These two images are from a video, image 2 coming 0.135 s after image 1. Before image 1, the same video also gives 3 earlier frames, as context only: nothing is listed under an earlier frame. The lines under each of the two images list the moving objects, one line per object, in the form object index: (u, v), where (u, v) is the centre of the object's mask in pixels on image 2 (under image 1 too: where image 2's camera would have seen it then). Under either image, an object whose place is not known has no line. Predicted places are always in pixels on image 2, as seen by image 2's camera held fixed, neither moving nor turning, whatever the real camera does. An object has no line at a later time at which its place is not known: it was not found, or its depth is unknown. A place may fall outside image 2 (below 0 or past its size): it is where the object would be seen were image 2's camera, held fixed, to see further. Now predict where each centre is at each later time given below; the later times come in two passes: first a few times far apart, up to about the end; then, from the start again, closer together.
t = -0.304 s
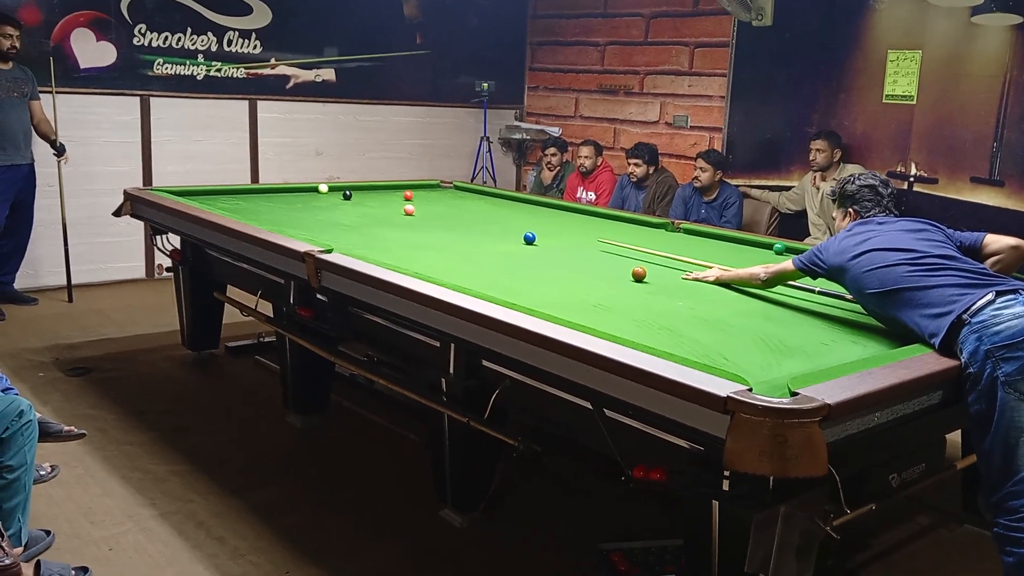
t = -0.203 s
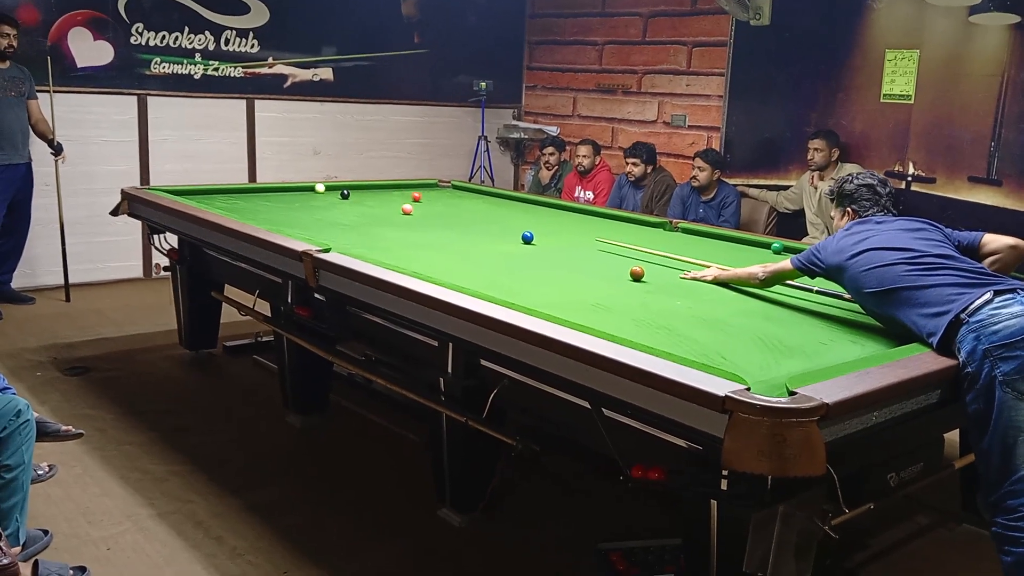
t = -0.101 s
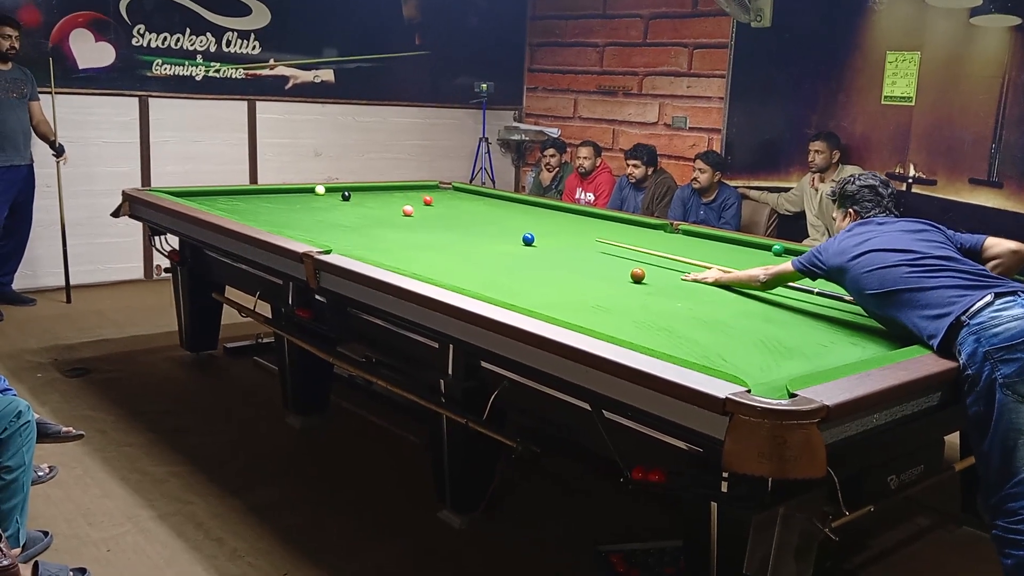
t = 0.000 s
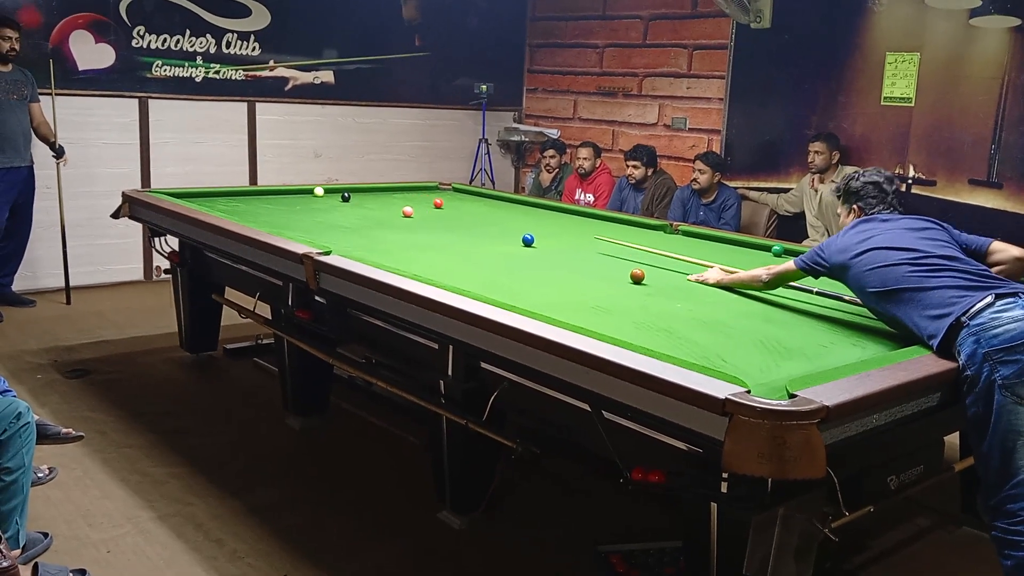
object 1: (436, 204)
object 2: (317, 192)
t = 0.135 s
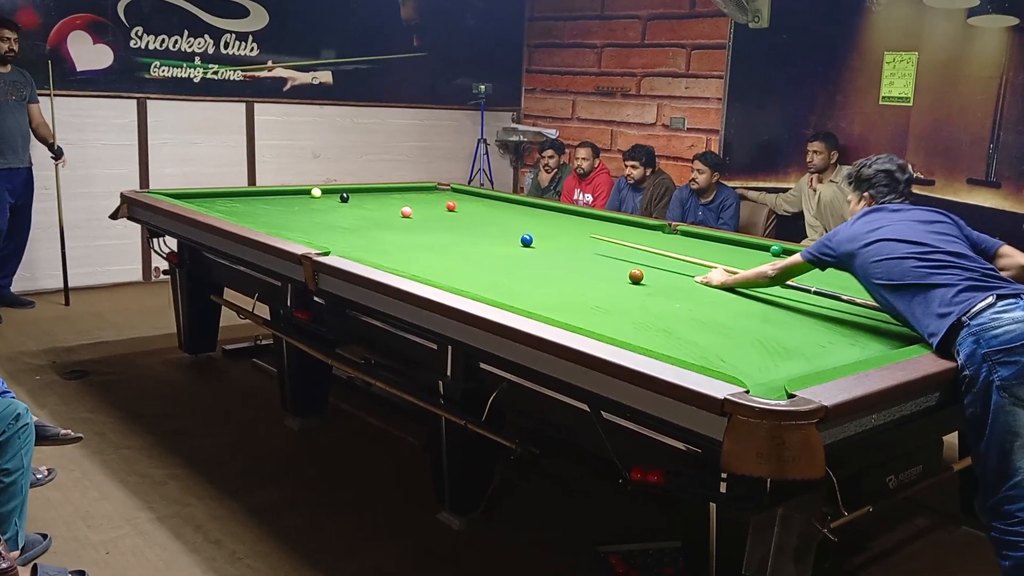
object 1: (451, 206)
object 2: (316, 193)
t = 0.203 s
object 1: (458, 207)
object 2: (315, 193)
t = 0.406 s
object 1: (480, 211)
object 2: (313, 194)
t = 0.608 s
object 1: (502, 215)
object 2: (312, 195)
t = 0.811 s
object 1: (524, 219)
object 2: (310, 195)
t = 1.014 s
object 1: (546, 223)
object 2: (308, 196)
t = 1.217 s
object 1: (569, 226)
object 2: (307, 196)
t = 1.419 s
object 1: (592, 231)
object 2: (306, 196)
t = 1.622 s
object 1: (614, 234)
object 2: (304, 197)
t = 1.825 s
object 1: (638, 238)
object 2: (304, 197)
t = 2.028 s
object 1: (661, 242)
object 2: (303, 197)
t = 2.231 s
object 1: (684, 246)
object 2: (303, 197)
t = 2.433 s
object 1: (706, 250)
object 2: (302, 197)
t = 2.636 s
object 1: (729, 254)
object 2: (303, 197)
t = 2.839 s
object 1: (751, 258)
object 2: (303, 197)
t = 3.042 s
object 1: (774, 261)
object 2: (303, 197)
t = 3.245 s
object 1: (795, 264)
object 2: (303, 197)
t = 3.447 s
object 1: (817, 268)
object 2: (303, 197)
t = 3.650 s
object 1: (837, 272)
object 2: (303, 197)
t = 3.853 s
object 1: (857, 275)
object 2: (303, 197)
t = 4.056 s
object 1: (877, 279)
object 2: (303, 197)
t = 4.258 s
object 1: (895, 282)
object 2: (303, 197)
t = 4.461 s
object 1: (913, 284)
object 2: (304, 196)
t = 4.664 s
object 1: (930, 287)
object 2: (303, 196)
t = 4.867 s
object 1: (946, 290)
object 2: (303, 197)
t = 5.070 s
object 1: (962, 293)
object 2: (303, 197)
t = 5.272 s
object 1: (975, 295)
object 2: (303, 197)
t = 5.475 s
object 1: (985, 297)
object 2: (303, 197)
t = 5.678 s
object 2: (303, 197)
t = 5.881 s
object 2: (303, 197)
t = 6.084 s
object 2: (304, 197)
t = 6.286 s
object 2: (303, 197)
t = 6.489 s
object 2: (303, 197)
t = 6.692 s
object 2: (303, 197)
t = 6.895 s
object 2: (303, 197)
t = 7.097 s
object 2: (303, 197)
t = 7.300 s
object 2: (303, 197)
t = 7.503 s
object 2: (303, 197)
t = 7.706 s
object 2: (304, 197)
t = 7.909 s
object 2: (303, 197)
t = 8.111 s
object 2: (303, 197)
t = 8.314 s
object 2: (303, 197)
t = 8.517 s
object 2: (303, 197)
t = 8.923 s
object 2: (303, 194)
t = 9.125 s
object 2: (302, 196)
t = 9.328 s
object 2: (302, 196)
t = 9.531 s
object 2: (302, 197)
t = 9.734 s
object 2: (303, 197)
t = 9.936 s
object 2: (303, 197)
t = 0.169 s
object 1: (454, 207)
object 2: (315, 193)
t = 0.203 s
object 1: (458, 207)
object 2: (315, 193)
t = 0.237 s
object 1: (461, 208)
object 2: (315, 193)
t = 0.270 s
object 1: (465, 209)
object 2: (314, 193)
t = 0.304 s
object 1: (469, 209)
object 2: (314, 194)
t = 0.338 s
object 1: (472, 210)
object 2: (314, 194)
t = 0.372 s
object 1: (476, 211)
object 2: (313, 194)
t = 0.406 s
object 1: (480, 211)
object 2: (313, 194)
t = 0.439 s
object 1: (483, 212)
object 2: (313, 194)
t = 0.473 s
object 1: (487, 213)
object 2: (313, 194)
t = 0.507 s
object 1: (491, 213)
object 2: (312, 194)
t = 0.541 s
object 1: (494, 214)
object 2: (312, 194)
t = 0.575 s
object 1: (498, 215)
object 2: (312, 195)
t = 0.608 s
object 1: (502, 215)
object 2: (312, 195)
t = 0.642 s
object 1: (505, 216)
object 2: (311, 195)
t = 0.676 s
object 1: (509, 216)
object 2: (311, 195)
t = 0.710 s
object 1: (512, 217)
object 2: (311, 195)
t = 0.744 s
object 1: (516, 218)
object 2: (310, 195)
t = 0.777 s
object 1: (520, 218)
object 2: (310, 195)
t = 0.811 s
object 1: (524, 219)
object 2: (310, 195)
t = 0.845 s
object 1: (528, 219)
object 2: (310, 195)
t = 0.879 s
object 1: (531, 220)
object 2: (309, 195)
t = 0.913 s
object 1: (535, 221)
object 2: (309, 195)
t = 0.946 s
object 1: (539, 222)
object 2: (309, 195)
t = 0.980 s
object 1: (542, 222)
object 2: (309, 196)
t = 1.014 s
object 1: (546, 223)
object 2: (308, 196)
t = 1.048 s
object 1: (550, 223)
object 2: (308, 196)
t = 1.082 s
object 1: (554, 224)
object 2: (308, 196)
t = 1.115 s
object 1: (557, 225)
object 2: (308, 196)
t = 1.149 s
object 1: (561, 226)
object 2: (307, 196)
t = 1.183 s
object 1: (565, 226)
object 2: (307, 196)
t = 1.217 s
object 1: (569, 226)
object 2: (307, 196)
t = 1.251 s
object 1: (572, 227)
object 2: (307, 196)
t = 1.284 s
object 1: (576, 228)
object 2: (307, 196)
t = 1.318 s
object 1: (580, 228)
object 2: (306, 196)
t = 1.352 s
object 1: (584, 229)
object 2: (306, 196)
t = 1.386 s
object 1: (588, 230)
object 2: (306, 196)
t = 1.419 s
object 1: (592, 231)
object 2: (306, 196)
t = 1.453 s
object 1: (595, 231)
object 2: (305, 196)
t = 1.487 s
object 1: (599, 232)
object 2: (305, 196)
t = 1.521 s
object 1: (603, 232)
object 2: (305, 197)
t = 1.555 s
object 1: (607, 233)
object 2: (305, 197)
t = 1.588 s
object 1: (610, 234)
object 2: (305, 197)
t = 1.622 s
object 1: (614, 234)
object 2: (304, 197)
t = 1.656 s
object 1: (618, 235)
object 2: (304, 197)
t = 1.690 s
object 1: (622, 236)
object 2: (304, 197)
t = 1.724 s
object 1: (626, 236)
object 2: (304, 197)
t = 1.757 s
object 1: (630, 237)
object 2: (304, 197)
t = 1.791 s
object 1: (633, 237)
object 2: (304, 197)
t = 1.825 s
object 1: (638, 238)
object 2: (304, 197)
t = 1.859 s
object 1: (641, 239)
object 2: (303, 197)
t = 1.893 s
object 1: (645, 239)
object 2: (303, 197)
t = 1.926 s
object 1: (649, 240)
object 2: (303, 197)
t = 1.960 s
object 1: (653, 241)
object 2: (303, 197)
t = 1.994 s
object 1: (657, 242)
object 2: (303, 197)
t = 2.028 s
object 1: (661, 242)
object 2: (303, 197)
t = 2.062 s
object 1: (664, 243)
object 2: (303, 197)
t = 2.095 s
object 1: (668, 243)
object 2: (303, 197)
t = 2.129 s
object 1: (672, 244)
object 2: (303, 197)
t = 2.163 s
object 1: (676, 244)
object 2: (303, 197)
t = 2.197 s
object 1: (680, 245)
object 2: (303, 197)
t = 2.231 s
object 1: (684, 246)
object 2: (303, 197)
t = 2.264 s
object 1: (687, 246)
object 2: (303, 197)
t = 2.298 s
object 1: (690, 247)
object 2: (303, 197)
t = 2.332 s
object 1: (694, 248)
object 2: (303, 197)
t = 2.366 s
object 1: (698, 248)
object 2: (303, 197)
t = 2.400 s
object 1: (702, 249)
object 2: (303, 197)
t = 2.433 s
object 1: (706, 250)
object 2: (302, 197)
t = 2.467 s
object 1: (710, 250)
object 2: (303, 197)
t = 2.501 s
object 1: (714, 251)
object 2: (303, 197)
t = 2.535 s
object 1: (717, 252)
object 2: (303, 197)
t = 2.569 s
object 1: (721, 252)
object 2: (303, 197)
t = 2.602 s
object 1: (725, 253)
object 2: (303, 197)
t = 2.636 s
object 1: (729, 254)
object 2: (303, 197)
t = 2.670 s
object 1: (733, 255)
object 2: (302, 197)
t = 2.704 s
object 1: (736, 255)
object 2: (302, 197)
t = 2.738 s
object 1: (740, 256)
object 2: (303, 197)
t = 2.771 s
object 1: (744, 256)
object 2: (303, 197)
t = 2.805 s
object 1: (747, 257)
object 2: (303, 197)
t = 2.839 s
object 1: (751, 258)
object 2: (303, 197)
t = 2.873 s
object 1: (755, 258)
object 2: (303, 197)
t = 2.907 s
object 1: (759, 259)
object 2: (302, 197)
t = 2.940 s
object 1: (762, 259)
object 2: (303, 197)
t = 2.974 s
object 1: (766, 260)
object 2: (303, 197)
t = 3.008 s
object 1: (770, 261)
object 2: (302, 197)
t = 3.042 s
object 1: (774, 261)
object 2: (303, 197)
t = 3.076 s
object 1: (777, 262)
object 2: (303, 197)
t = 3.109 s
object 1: (781, 262)
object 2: (303, 197)
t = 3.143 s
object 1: (784, 263)
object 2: (303, 197)
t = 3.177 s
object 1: (788, 263)
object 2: (303, 197)
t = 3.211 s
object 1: (792, 264)
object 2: (303, 197)
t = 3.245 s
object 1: (795, 264)
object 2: (303, 197)
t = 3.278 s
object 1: (799, 265)
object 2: (303, 197)
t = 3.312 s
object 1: (803, 266)
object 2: (303, 197)
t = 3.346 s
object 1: (806, 267)
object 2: (303, 197)
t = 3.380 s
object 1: (809, 267)
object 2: (303, 197)
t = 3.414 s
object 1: (813, 268)
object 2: (303, 197)
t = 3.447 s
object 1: (817, 268)
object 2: (303, 197)
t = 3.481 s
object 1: (820, 269)
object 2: (303, 197)
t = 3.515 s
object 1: (823, 270)
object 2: (303, 197)
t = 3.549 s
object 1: (827, 270)
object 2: (303, 197)
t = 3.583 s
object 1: (830, 271)
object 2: (303, 197)
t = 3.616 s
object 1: (834, 272)
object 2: (303, 197)
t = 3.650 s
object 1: (837, 272)
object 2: (303, 197)
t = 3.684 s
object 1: (840, 273)
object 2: (303, 197)
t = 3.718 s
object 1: (844, 273)
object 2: (303, 197)
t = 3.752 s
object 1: (847, 273)
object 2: (303, 197)
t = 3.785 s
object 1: (850, 274)
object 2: (303, 197)
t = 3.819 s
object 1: (854, 275)
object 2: (303, 197)
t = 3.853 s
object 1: (857, 275)
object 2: (303, 197)
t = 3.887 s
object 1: (861, 276)
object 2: (303, 197)
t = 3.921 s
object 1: (864, 276)
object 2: (303, 197)
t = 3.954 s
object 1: (867, 277)
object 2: (303, 197)
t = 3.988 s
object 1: (870, 277)
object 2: (303, 197)
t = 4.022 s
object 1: (873, 278)
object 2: (303, 197)
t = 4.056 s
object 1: (877, 279)
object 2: (303, 197)
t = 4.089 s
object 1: (880, 279)
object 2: (303, 197)
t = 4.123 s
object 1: (883, 280)
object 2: (303, 197)
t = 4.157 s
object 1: (886, 280)
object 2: (303, 197)
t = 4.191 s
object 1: (889, 281)
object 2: (303, 197)
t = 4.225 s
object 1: (892, 281)
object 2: (303, 197)
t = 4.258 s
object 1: (895, 282)
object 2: (303, 197)
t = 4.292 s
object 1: (898, 282)
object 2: (303, 197)
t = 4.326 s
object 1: (901, 283)
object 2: (303, 197)
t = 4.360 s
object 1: (904, 283)
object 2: (303, 197)
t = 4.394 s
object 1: (907, 283)
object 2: (303, 197)
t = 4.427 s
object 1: (910, 283)
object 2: (303, 196)
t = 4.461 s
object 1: (913, 284)
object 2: (304, 196)
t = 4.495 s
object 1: (916, 283)
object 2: (303, 196)
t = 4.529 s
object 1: (920, 285)
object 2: (303, 196)
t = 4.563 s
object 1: (922, 285)
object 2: (304, 197)
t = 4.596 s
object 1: (924, 286)
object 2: (303, 197)
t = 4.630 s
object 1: (926, 286)
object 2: (304, 196)
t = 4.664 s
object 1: (930, 287)
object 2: (303, 196)
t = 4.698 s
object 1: (933, 287)
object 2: (302, 196)
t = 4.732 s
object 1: (936, 288)
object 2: (303, 196)
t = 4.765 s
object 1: (939, 288)
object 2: (303, 196)
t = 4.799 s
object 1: (941, 288)
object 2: (303, 197)
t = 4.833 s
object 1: (944, 289)
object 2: (303, 197)
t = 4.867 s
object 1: (946, 290)
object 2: (303, 197)
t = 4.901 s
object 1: (949, 291)
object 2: (303, 197)
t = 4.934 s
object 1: (951, 291)
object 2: (303, 196)
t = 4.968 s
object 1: (954, 291)
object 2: (303, 196)
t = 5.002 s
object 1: (956, 292)
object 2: (303, 197)
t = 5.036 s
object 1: (959, 293)
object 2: (303, 197)
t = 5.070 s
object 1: (962, 293)
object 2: (303, 197)
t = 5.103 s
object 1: (963, 293)
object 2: (303, 197)
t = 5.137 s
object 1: (966, 293)
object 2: (303, 197)
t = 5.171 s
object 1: (968, 294)
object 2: (303, 197)
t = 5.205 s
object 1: (970, 294)
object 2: (303, 197)
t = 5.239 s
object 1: (972, 294)
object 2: (303, 197)
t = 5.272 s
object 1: (975, 295)
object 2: (303, 197)
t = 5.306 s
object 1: (977, 295)
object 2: (303, 197)
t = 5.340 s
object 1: (977, 296)
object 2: (303, 197)
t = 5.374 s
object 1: (978, 296)
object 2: (303, 197)
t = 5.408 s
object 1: (980, 297)
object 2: (303, 197)
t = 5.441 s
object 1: (982, 297)
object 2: (303, 197)
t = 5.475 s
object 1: (985, 297)
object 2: (303, 197)
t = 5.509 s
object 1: (987, 297)
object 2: (303, 197)
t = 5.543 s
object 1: (989, 298)
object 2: (303, 197)
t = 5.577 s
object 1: (990, 298)
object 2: (303, 197)
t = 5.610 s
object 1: (990, 298)
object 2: (303, 197)
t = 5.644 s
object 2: (303, 197)
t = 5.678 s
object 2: (303, 197)
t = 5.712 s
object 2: (303, 197)
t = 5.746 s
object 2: (303, 197)
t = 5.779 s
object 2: (303, 197)
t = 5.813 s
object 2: (303, 197)
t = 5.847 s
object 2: (303, 197)
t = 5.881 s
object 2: (303, 197)
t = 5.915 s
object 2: (303, 197)
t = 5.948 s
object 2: (303, 197)
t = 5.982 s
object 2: (303, 197)
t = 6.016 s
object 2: (303, 197)
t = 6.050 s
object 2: (304, 197)
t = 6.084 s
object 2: (304, 197)
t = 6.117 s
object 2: (303, 197)
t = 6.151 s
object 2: (304, 197)
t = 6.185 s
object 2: (303, 197)
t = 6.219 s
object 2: (303, 197)
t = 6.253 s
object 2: (303, 197)
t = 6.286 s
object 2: (303, 197)
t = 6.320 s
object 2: (303, 197)
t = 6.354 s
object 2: (303, 197)
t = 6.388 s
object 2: (303, 197)
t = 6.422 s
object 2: (303, 197)
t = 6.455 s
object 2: (303, 197)
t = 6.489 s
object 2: (303, 197)
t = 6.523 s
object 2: (303, 197)
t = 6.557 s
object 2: (303, 197)
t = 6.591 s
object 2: (303, 197)
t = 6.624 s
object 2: (303, 197)
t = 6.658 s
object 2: (303, 197)
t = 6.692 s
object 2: (303, 197)
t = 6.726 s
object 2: (303, 197)
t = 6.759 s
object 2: (303, 197)
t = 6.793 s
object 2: (303, 197)
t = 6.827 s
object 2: (303, 197)
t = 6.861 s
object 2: (303, 197)
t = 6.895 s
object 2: (303, 197)
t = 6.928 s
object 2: (303, 197)
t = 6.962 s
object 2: (303, 197)
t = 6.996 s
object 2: (303, 197)
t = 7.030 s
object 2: (303, 197)
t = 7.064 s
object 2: (303, 197)
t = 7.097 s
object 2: (303, 197)
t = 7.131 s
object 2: (303, 197)
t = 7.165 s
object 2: (303, 197)
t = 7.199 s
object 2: (303, 197)
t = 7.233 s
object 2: (303, 197)
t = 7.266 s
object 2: (303, 197)
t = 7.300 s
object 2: (303, 197)
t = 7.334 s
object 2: (303, 197)
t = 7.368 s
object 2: (303, 197)
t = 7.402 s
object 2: (303, 197)
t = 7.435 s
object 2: (303, 197)
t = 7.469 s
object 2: (303, 197)
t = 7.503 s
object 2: (303, 197)
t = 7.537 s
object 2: (303, 197)
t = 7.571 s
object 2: (303, 197)
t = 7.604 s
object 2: (303, 197)
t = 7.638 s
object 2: (303, 197)
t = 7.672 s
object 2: (303, 197)
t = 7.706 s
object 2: (304, 197)
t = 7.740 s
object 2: (304, 197)
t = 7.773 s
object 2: (303, 197)
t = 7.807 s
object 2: (303, 197)
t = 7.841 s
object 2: (303, 197)
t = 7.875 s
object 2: (303, 197)
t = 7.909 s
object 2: (303, 197)
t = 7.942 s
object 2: (303, 197)
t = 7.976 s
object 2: (303, 197)
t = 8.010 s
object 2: (303, 197)
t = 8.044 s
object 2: (303, 197)
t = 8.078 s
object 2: (303, 197)
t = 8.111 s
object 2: (303, 197)
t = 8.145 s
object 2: (303, 197)
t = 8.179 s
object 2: (303, 197)
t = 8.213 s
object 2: (303, 197)
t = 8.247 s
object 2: (303, 197)
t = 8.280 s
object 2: (303, 197)
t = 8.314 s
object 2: (303, 197)
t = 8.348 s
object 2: (303, 197)
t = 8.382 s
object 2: (303, 196)
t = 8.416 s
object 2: (303, 196)
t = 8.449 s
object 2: (303, 196)
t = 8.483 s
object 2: (303, 197)
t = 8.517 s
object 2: (303, 197)
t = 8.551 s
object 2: (303, 197)
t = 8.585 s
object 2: (303, 197)
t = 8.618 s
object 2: (300, 193)
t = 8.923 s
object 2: (303, 194)
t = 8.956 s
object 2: (302, 197)
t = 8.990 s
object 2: (302, 197)
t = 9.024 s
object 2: (302, 197)
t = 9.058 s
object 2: (302, 197)
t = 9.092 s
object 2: (302, 196)
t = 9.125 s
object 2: (302, 196)
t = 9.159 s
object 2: (302, 196)
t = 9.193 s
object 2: (302, 196)
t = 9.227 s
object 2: (302, 196)
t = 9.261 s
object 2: (302, 196)
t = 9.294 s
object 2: (302, 196)
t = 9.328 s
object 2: (302, 196)
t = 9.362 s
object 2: (302, 196)
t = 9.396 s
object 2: (302, 197)
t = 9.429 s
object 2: (303, 197)
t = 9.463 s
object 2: (303, 196)
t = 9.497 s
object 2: (302, 197)
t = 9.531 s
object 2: (302, 197)
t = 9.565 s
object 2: (303, 197)
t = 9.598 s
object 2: (303, 197)
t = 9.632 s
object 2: (303, 197)
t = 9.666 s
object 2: (303, 197)
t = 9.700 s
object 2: (303, 197)
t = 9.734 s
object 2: (303, 197)
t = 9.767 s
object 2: (302, 197)
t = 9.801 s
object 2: (303, 197)
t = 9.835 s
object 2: (303, 197)
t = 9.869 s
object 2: (303, 197)
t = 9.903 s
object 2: (303, 197)
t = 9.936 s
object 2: (303, 197)
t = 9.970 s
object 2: (303, 197)
